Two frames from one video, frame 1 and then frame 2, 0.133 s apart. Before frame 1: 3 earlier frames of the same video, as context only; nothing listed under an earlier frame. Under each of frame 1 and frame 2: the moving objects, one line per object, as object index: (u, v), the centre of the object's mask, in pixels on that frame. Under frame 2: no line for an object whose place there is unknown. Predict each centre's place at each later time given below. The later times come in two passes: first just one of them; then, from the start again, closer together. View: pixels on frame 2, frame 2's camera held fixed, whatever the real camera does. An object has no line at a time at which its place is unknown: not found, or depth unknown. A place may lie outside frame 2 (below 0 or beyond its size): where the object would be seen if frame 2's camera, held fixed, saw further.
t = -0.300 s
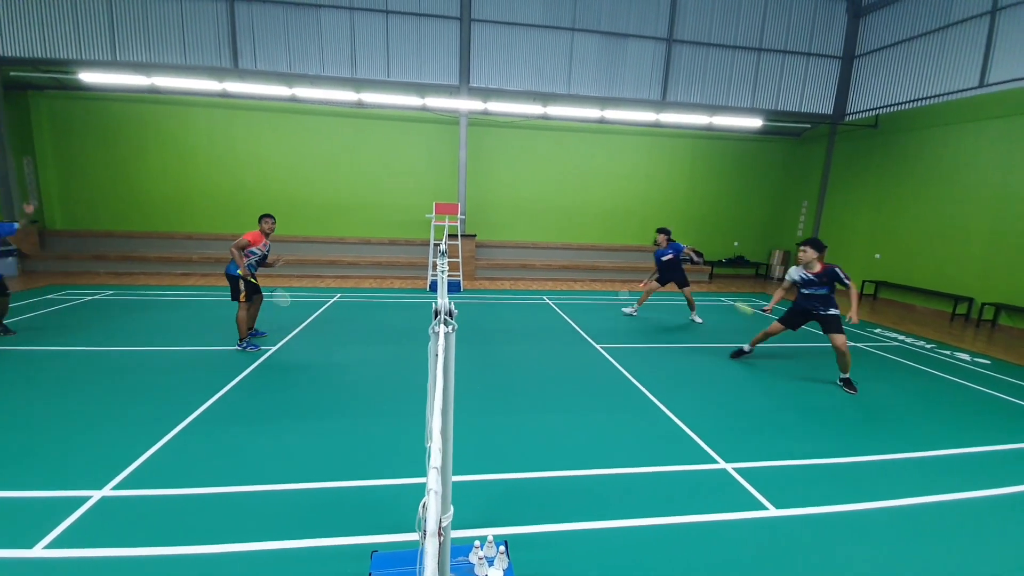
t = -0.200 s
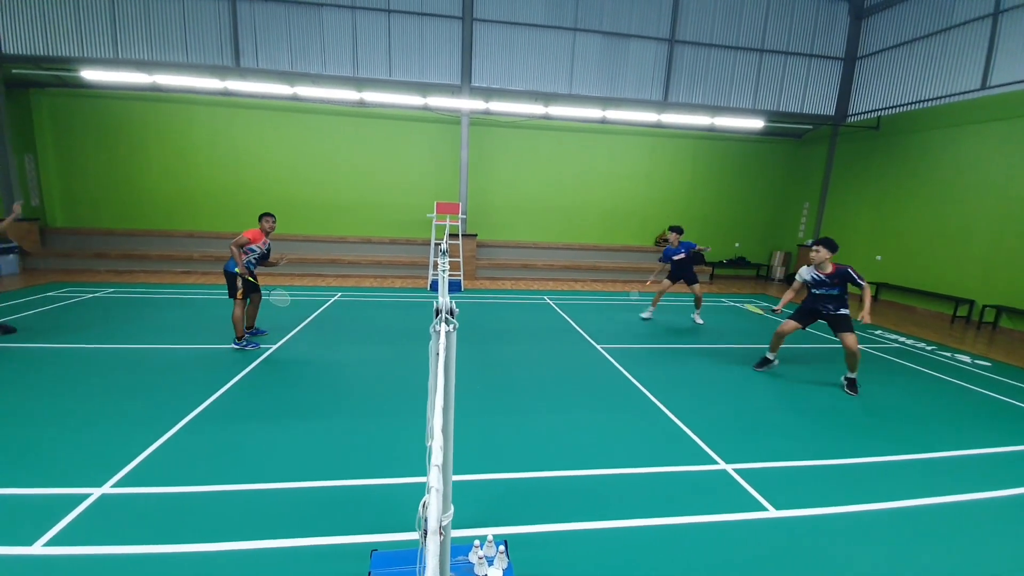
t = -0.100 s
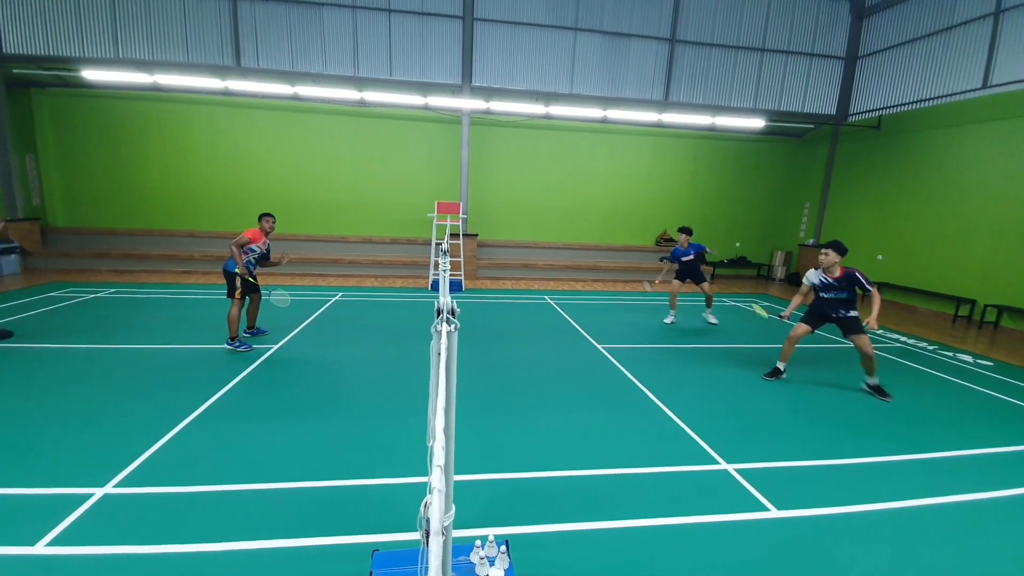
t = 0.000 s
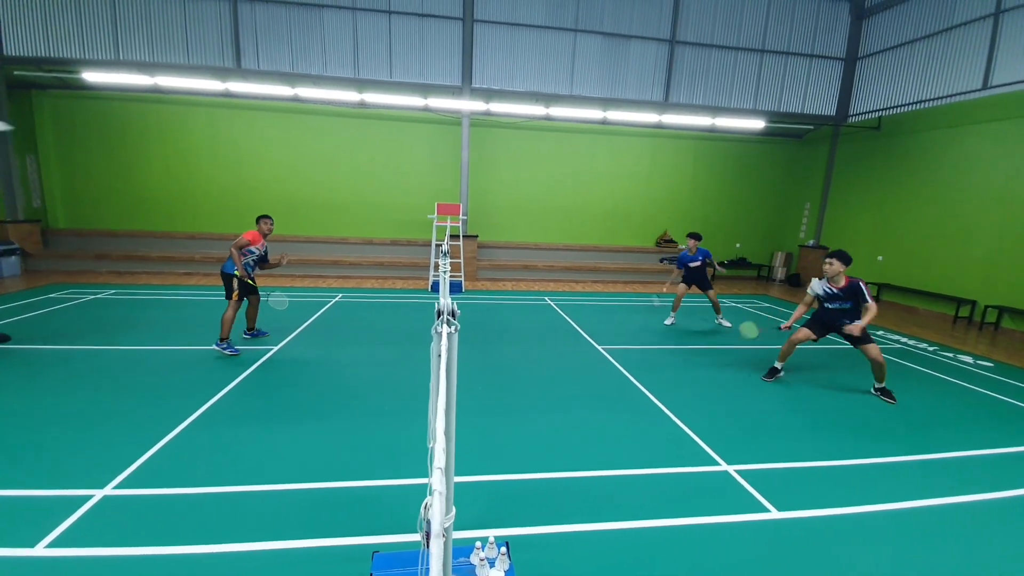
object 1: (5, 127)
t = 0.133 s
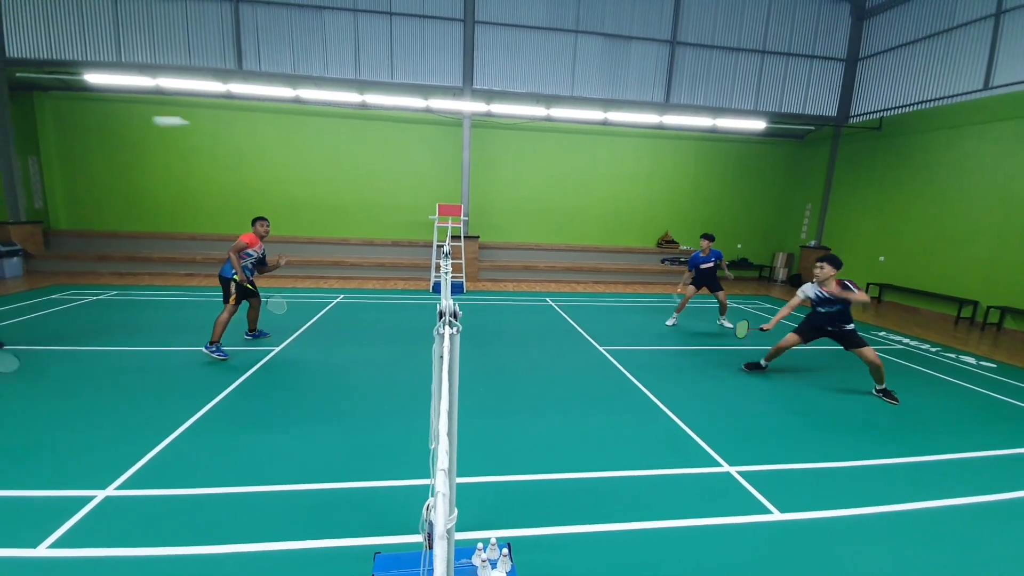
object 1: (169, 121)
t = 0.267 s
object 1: (319, 141)
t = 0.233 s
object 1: (284, 134)
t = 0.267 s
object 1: (319, 141)
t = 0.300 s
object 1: (352, 149)
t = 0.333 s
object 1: (383, 159)
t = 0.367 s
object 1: (413, 170)
